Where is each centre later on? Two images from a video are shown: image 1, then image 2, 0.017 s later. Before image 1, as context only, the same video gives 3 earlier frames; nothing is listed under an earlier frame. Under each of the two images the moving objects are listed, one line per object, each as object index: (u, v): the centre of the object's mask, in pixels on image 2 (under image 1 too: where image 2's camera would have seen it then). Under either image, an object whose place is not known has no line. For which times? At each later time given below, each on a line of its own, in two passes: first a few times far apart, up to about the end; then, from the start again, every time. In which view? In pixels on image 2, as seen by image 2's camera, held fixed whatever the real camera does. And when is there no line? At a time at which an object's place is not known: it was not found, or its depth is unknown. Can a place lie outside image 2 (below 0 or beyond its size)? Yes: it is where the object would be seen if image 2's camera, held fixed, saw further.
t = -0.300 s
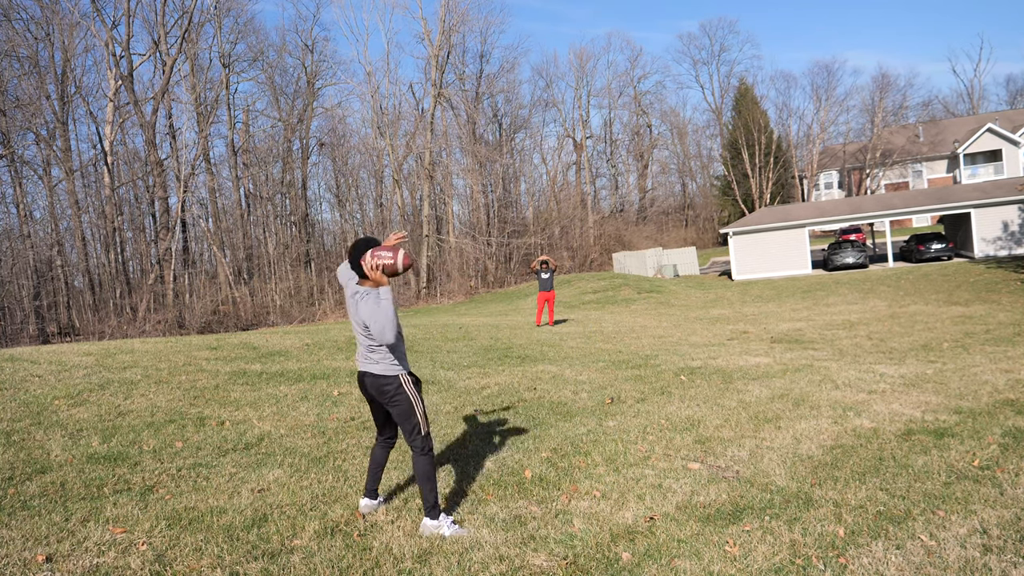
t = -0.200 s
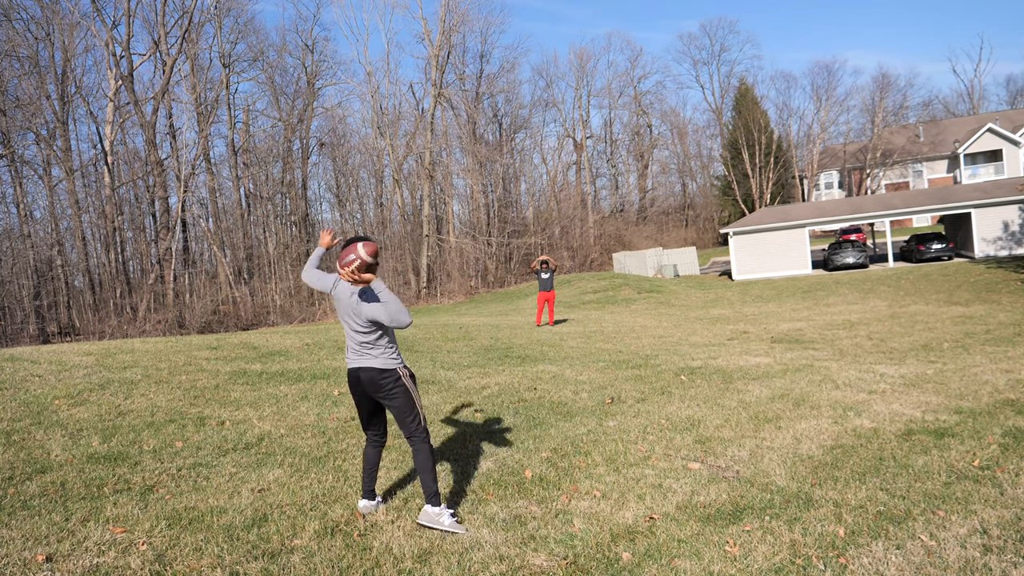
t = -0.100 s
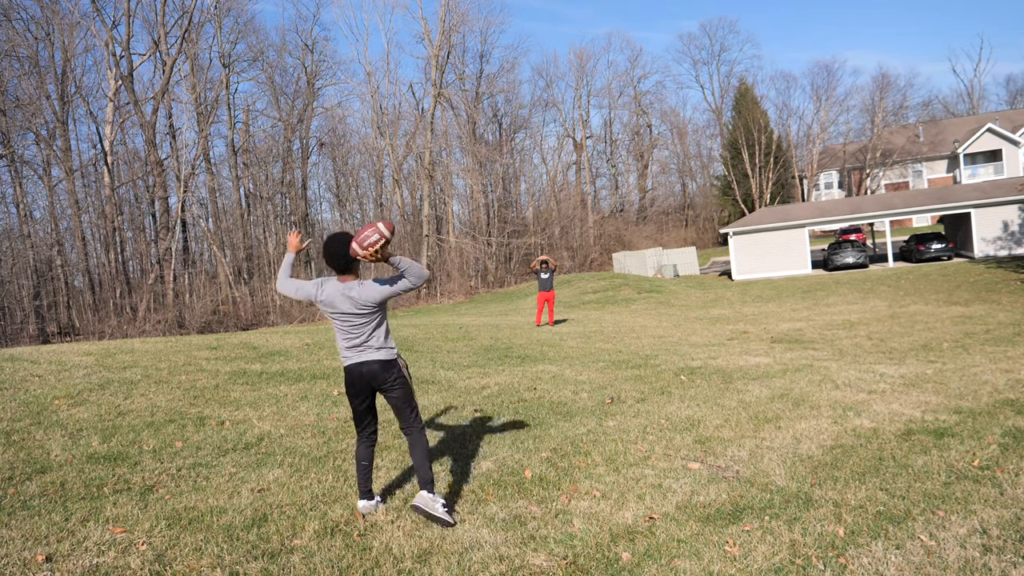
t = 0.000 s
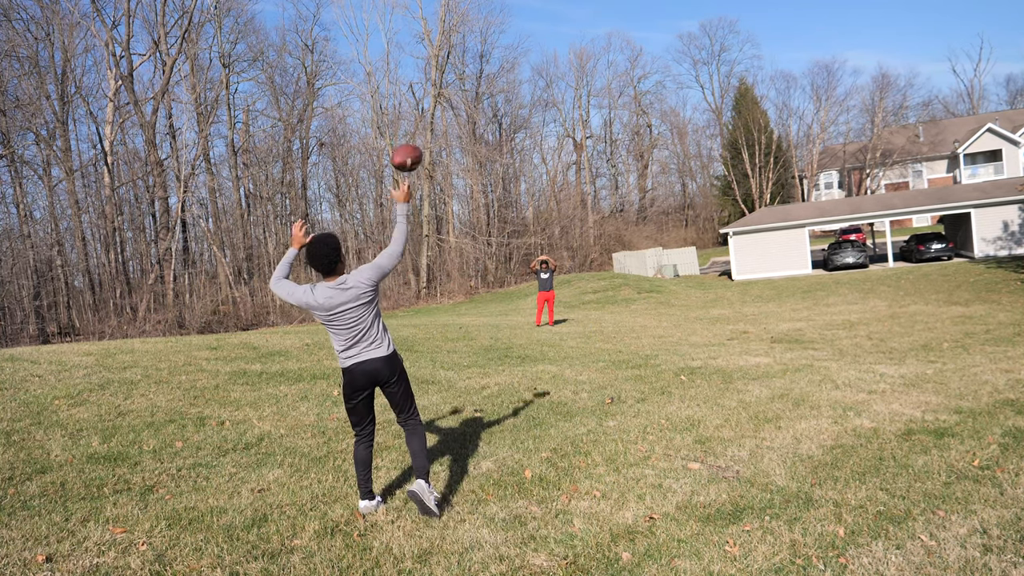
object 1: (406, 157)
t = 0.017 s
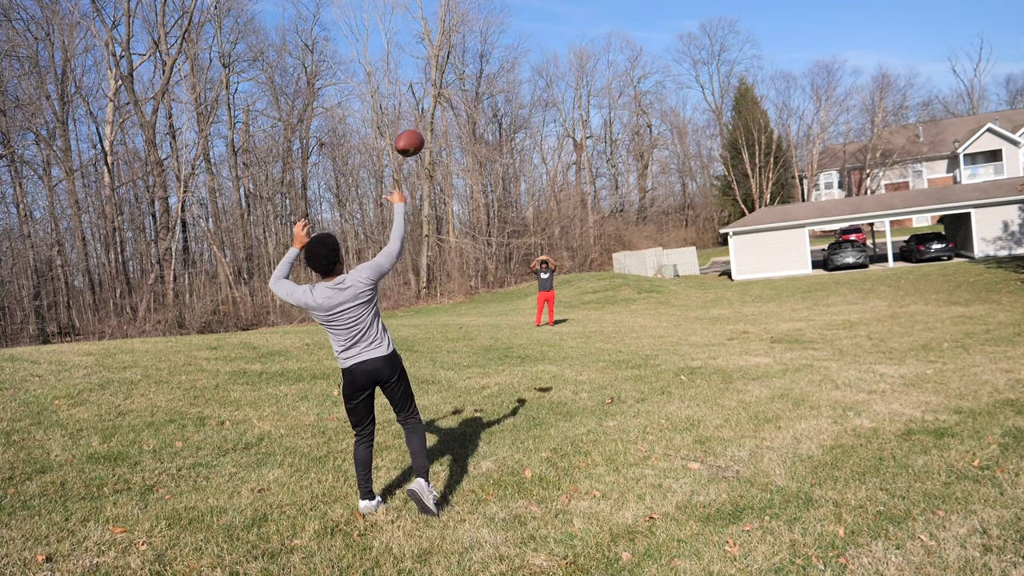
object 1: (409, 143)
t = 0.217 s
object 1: (430, 48)
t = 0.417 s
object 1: (445, 31)
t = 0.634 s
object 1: (458, 51)
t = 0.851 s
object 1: (469, 92)
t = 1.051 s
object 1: (478, 138)
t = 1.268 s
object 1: (486, 193)
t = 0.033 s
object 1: (412, 129)
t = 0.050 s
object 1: (414, 118)
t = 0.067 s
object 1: (416, 107)
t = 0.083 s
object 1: (418, 98)
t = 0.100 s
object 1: (420, 89)
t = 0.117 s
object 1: (421, 82)
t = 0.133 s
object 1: (423, 74)
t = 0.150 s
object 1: (424, 68)
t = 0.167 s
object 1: (425, 62)
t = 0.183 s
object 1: (427, 57)
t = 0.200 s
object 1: (428, 52)
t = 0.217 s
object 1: (430, 48)
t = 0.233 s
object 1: (432, 44)
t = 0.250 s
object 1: (433, 42)
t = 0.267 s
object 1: (434, 39)
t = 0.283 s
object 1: (435, 37)
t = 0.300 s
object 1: (437, 36)
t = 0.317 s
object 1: (438, 34)
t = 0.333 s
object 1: (439, 33)
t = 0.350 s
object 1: (440, 32)
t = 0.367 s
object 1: (441, 31)
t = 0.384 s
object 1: (442, 30)
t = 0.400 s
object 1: (444, 30)
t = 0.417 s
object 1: (445, 31)
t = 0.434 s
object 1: (447, 32)
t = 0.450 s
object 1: (448, 33)
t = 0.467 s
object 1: (449, 34)
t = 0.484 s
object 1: (450, 35)
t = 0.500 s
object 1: (451, 35)
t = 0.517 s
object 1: (451, 37)
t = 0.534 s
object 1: (452, 39)
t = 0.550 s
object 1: (453, 40)
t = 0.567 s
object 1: (453, 42)
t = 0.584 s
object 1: (455, 44)
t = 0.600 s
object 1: (456, 46)
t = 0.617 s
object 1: (457, 49)
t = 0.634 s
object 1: (458, 51)
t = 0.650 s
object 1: (458, 54)
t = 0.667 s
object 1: (460, 57)
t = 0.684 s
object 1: (460, 59)
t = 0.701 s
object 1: (461, 63)
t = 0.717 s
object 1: (462, 65)
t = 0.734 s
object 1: (463, 68)
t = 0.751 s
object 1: (464, 70)
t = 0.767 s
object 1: (465, 74)
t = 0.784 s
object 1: (465, 77)
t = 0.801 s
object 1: (466, 81)
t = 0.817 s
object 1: (467, 84)
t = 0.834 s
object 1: (468, 88)
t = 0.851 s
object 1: (469, 92)
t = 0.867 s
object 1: (470, 95)
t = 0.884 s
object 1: (470, 99)
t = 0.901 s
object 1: (472, 102)
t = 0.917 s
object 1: (472, 107)
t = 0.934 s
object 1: (473, 109)
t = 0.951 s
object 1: (474, 113)
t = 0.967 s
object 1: (475, 116)
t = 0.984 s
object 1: (475, 121)
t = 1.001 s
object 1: (476, 125)
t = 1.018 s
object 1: (477, 129)
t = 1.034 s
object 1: (477, 133)
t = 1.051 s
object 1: (478, 138)
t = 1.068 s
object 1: (479, 142)
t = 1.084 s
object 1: (479, 146)
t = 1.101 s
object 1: (480, 150)
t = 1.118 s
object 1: (481, 154)
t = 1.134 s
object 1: (481, 158)
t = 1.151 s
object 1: (482, 162)
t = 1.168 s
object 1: (483, 167)
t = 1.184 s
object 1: (484, 171)
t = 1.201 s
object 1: (484, 176)
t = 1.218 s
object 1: (484, 179)
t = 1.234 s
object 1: (486, 184)
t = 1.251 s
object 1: (486, 188)
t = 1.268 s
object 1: (486, 193)
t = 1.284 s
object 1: (486, 196)
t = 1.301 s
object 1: (488, 200)
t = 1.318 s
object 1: (489, 205)
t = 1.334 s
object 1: (490, 209)
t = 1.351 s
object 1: (490, 214)
